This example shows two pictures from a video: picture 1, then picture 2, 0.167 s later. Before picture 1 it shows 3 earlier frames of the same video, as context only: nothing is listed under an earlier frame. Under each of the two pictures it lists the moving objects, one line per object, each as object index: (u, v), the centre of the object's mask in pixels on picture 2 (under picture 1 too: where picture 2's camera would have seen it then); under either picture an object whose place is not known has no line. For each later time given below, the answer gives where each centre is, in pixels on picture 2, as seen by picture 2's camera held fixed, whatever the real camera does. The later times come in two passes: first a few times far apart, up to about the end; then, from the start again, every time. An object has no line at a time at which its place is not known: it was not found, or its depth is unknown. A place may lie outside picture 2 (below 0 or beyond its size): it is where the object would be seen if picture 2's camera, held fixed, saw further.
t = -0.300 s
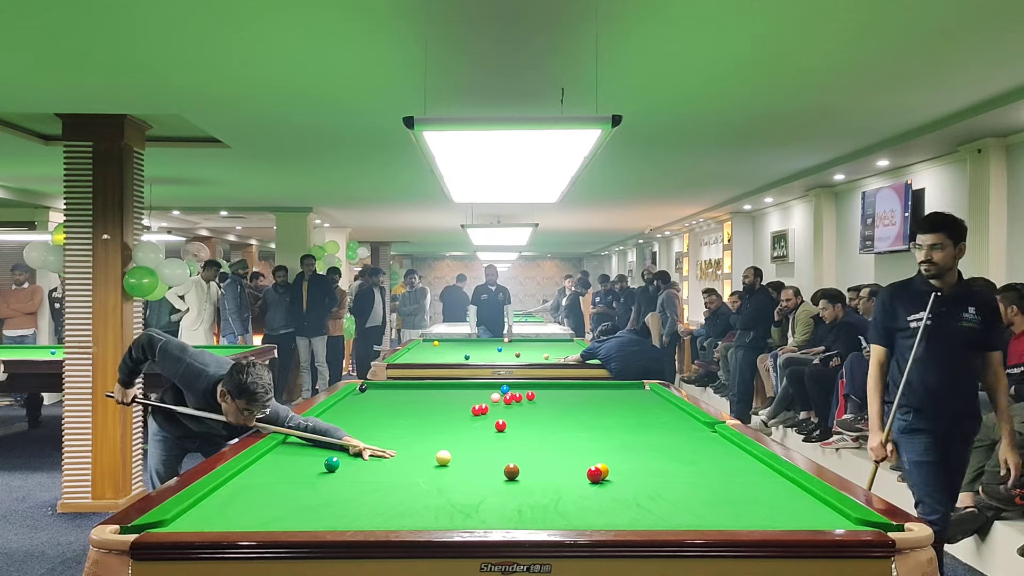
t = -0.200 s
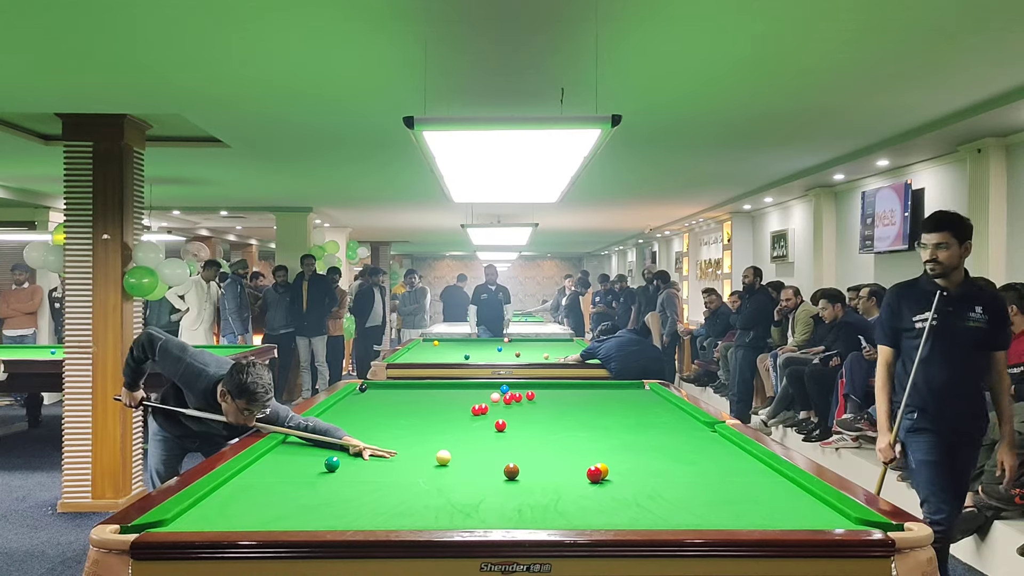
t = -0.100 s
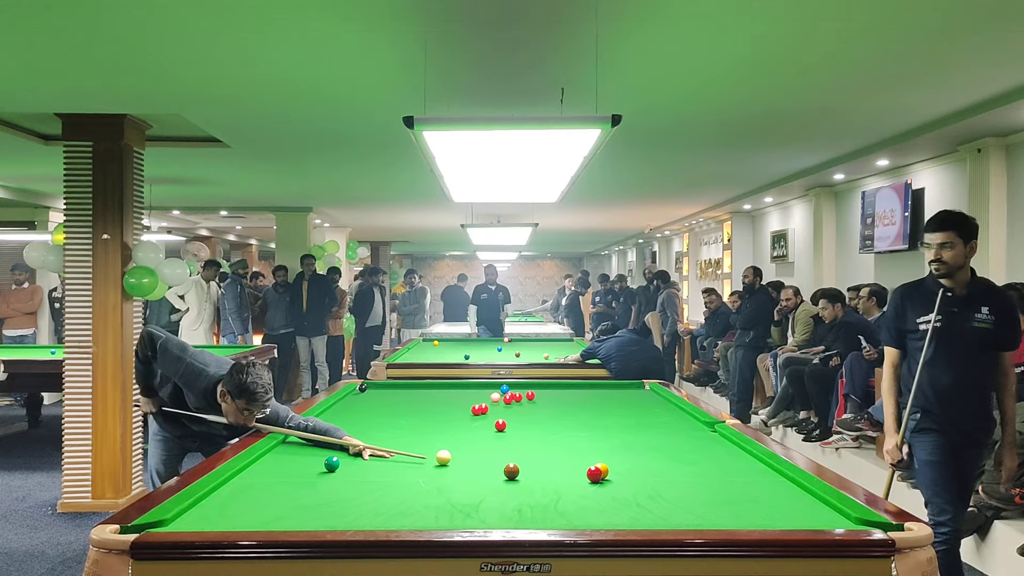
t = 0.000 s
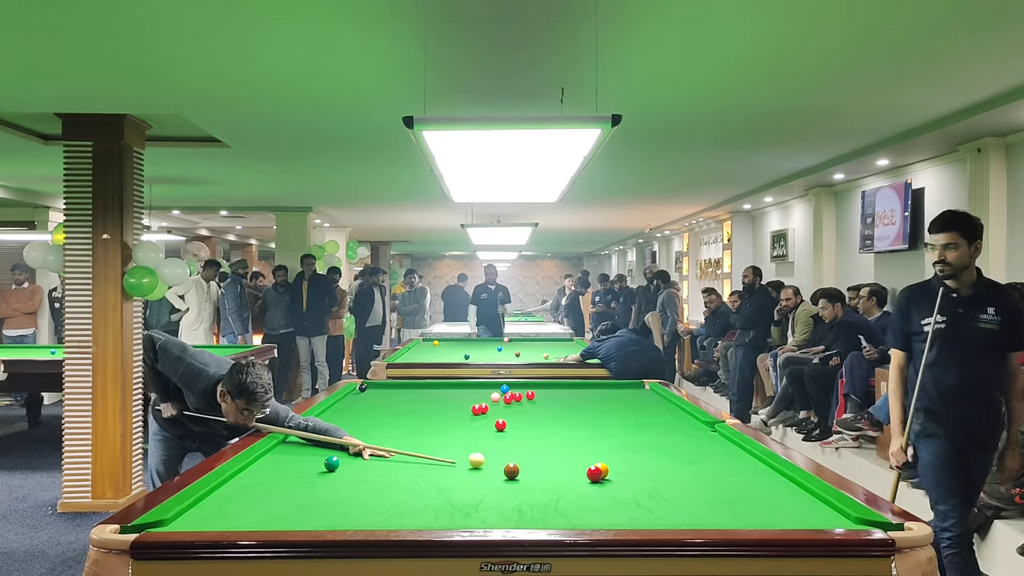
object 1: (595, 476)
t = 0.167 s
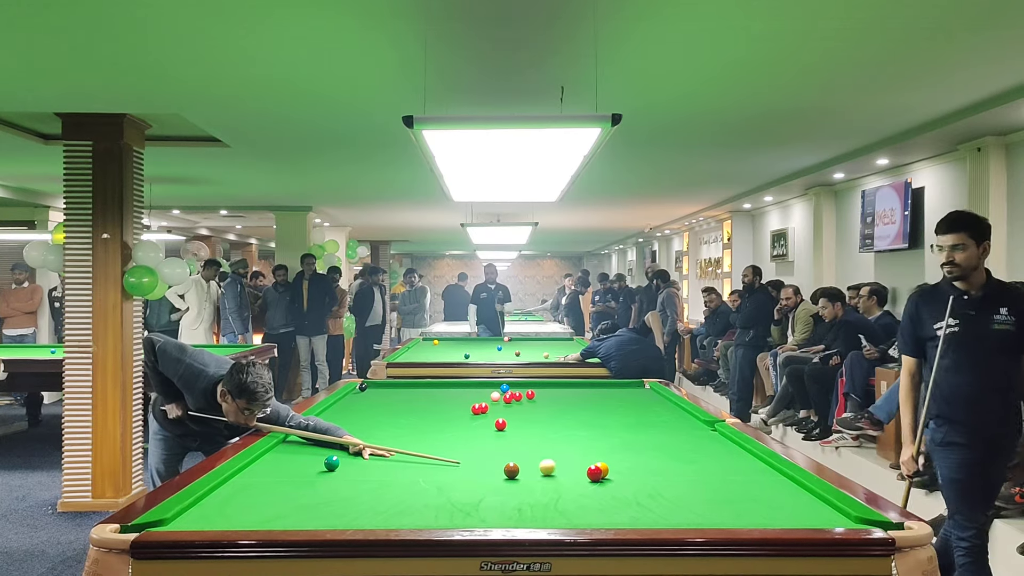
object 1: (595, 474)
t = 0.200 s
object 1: (594, 474)
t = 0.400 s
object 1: (632, 481)
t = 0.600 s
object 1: (679, 489)
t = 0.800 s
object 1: (728, 498)
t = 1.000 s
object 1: (781, 508)
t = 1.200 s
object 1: (838, 516)
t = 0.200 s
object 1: (594, 474)
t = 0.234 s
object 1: (594, 474)
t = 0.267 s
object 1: (597, 475)
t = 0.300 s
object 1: (606, 476)
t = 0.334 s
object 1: (615, 478)
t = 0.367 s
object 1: (624, 479)
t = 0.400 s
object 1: (632, 481)
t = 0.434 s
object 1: (640, 482)
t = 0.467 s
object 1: (647, 483)
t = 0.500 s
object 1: (655, 485)
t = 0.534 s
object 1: (663, 486)
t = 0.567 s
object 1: (671, 488)
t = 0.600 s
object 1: (679, 489)
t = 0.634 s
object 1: (687, 491)
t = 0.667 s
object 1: (695, 492)
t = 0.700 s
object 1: (703, 494)
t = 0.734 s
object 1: (711, 495)
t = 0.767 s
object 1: (720, 497)
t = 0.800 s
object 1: (728, 498)
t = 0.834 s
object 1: (737, 500)
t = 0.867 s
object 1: (745, 502)
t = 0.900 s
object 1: (754, 503)
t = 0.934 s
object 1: (763, 505)
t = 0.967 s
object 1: (772, 507)
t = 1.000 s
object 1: (781, 508)
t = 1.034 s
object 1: (790, 510)
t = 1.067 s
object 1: (800, 512)
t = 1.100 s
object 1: (809, 513)
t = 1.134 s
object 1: (819, 514)
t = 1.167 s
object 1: (828, 515)
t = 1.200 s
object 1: (838, 516)
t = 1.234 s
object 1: (848, 517)
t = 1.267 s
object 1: (857, 519)
